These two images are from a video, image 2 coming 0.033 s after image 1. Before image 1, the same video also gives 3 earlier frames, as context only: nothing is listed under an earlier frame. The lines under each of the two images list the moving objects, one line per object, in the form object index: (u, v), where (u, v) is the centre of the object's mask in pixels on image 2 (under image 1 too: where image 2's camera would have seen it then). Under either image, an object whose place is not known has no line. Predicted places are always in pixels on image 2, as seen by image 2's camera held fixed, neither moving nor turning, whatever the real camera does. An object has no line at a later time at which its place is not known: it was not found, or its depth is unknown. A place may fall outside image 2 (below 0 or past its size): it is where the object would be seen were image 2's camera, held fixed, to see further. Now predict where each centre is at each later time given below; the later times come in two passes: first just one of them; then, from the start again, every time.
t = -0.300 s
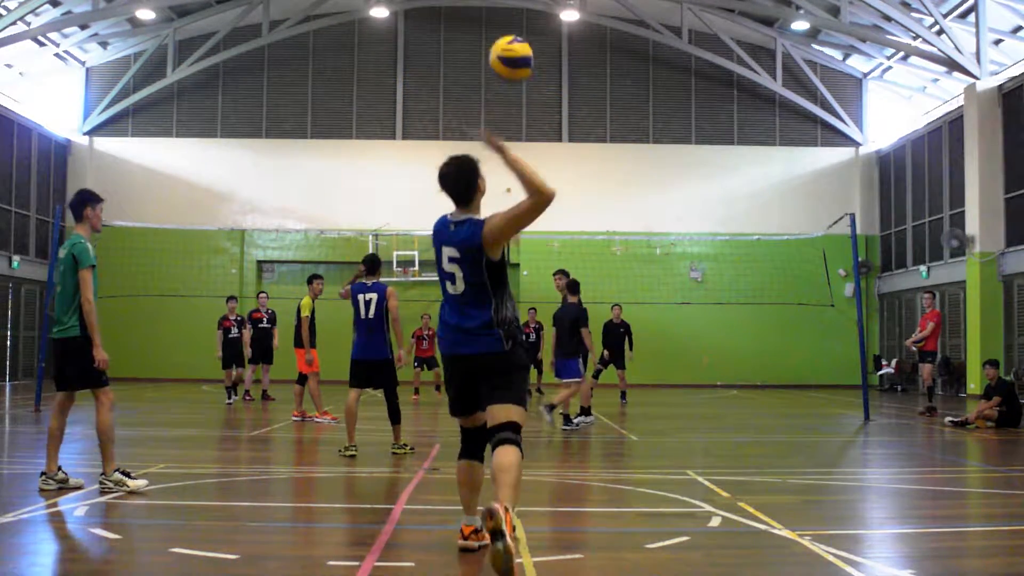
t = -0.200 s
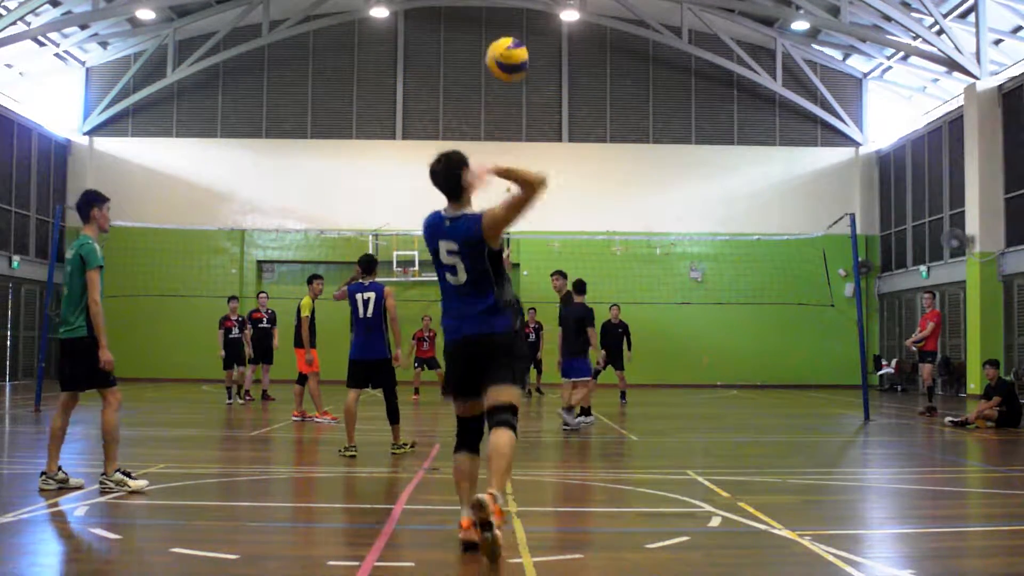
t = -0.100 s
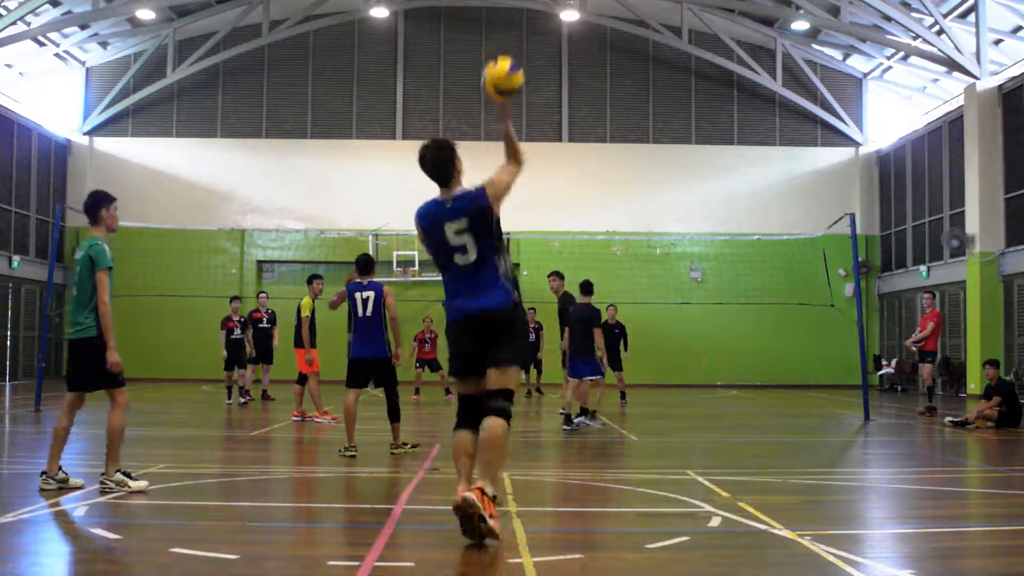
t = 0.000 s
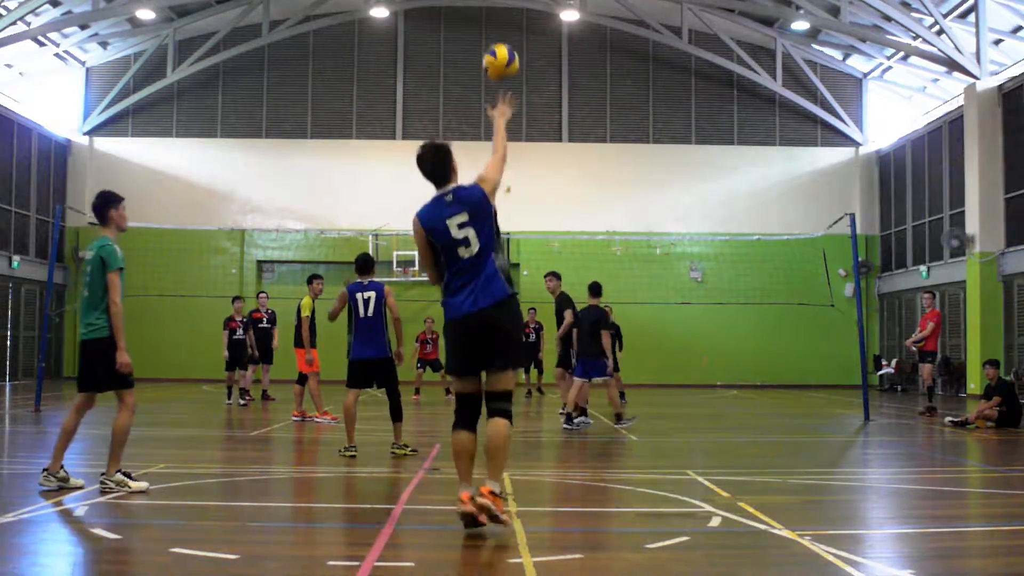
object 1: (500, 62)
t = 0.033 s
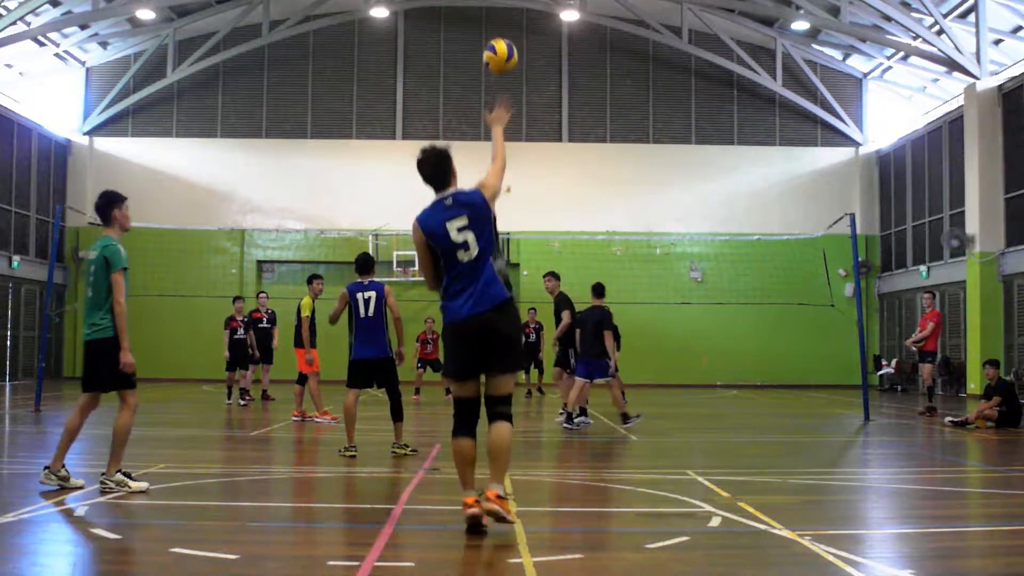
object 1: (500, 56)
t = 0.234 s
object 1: (492, 57)
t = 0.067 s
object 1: (500, 52)
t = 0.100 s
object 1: (499, 51)
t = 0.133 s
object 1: (497, 50)
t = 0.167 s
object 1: (495, 52)
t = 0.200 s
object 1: (493, 54)
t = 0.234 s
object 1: (492, 57)
